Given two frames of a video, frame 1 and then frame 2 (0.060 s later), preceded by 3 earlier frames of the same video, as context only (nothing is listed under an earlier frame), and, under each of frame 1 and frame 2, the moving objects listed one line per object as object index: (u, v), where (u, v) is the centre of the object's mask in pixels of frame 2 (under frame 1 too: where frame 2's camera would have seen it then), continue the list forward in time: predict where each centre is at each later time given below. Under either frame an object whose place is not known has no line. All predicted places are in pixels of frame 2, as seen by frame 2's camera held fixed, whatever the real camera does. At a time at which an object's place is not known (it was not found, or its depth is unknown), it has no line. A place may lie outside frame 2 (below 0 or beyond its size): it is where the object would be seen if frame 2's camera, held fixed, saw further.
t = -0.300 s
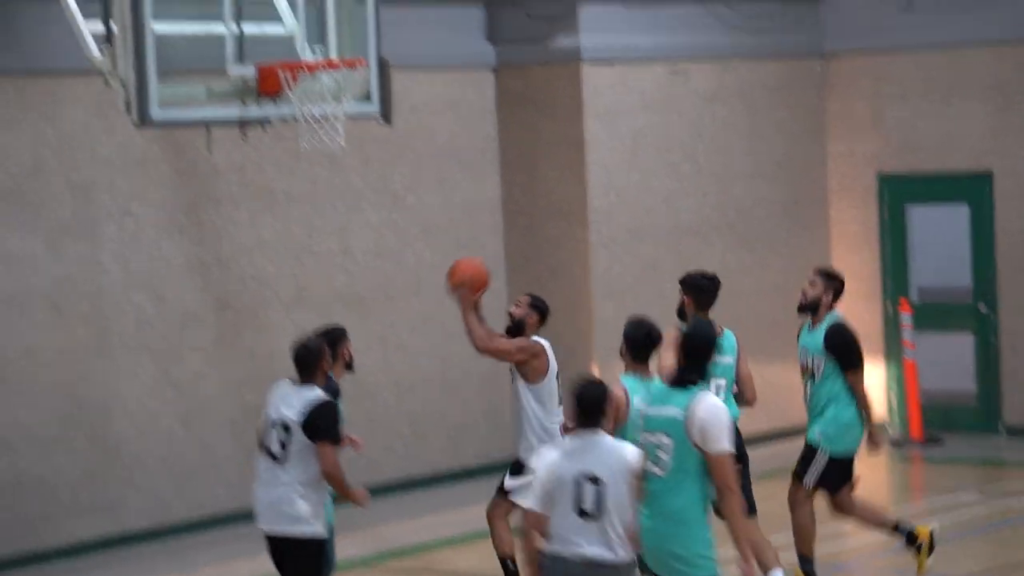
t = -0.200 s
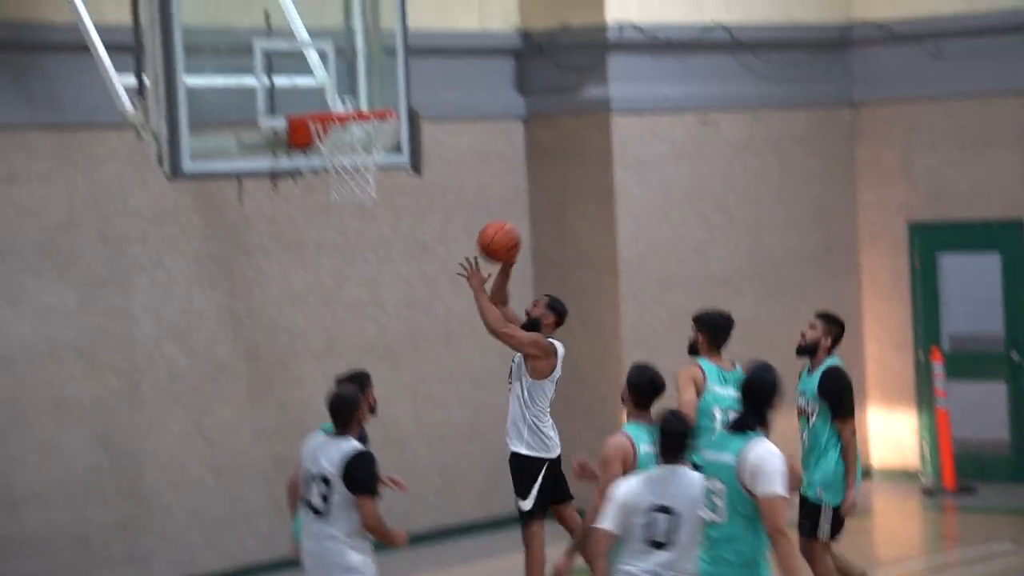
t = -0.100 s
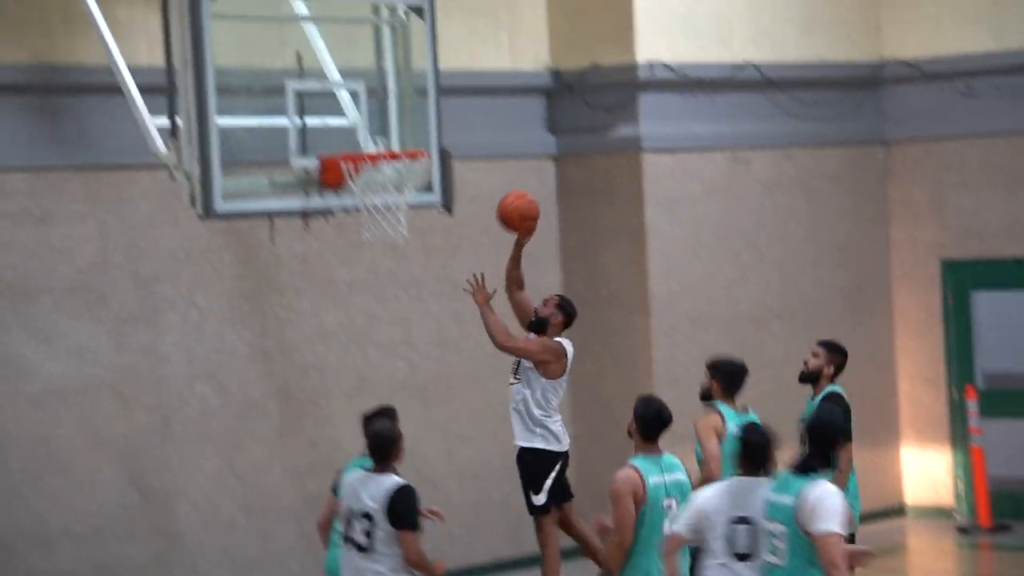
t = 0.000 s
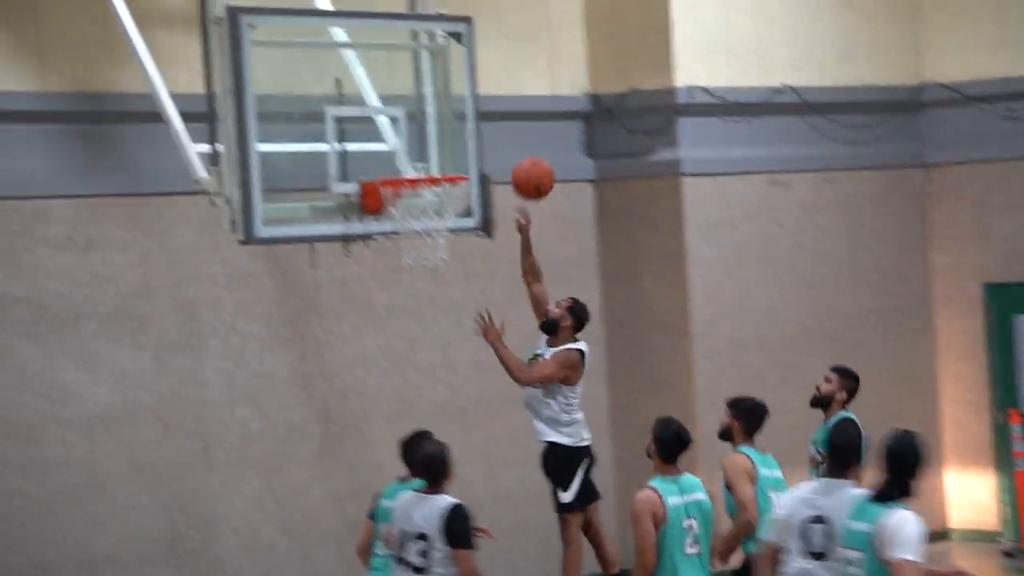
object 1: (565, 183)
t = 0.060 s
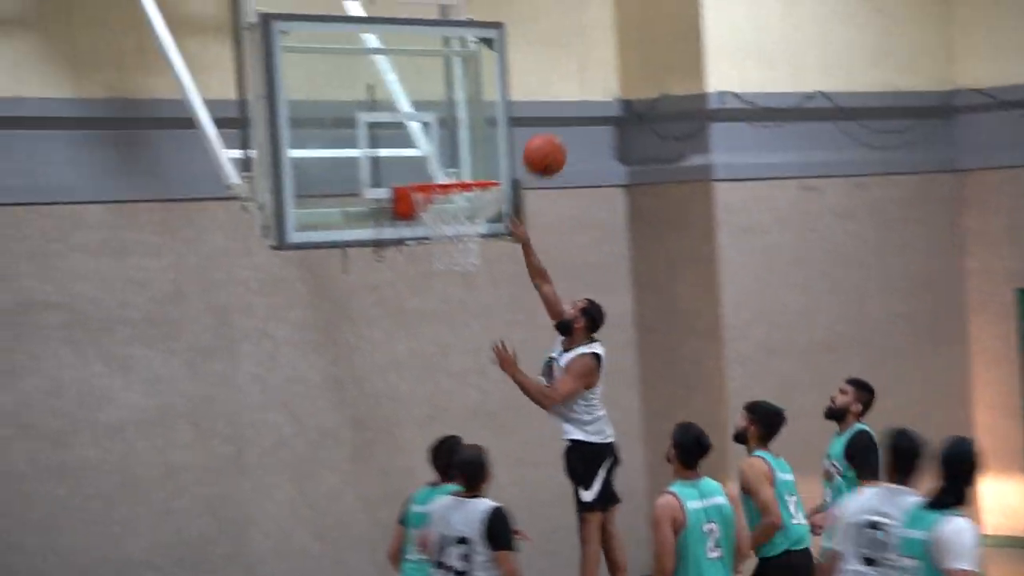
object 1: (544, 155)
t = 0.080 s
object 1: (537, 146)
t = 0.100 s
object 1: (531, 138)
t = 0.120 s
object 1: (523, 131)
